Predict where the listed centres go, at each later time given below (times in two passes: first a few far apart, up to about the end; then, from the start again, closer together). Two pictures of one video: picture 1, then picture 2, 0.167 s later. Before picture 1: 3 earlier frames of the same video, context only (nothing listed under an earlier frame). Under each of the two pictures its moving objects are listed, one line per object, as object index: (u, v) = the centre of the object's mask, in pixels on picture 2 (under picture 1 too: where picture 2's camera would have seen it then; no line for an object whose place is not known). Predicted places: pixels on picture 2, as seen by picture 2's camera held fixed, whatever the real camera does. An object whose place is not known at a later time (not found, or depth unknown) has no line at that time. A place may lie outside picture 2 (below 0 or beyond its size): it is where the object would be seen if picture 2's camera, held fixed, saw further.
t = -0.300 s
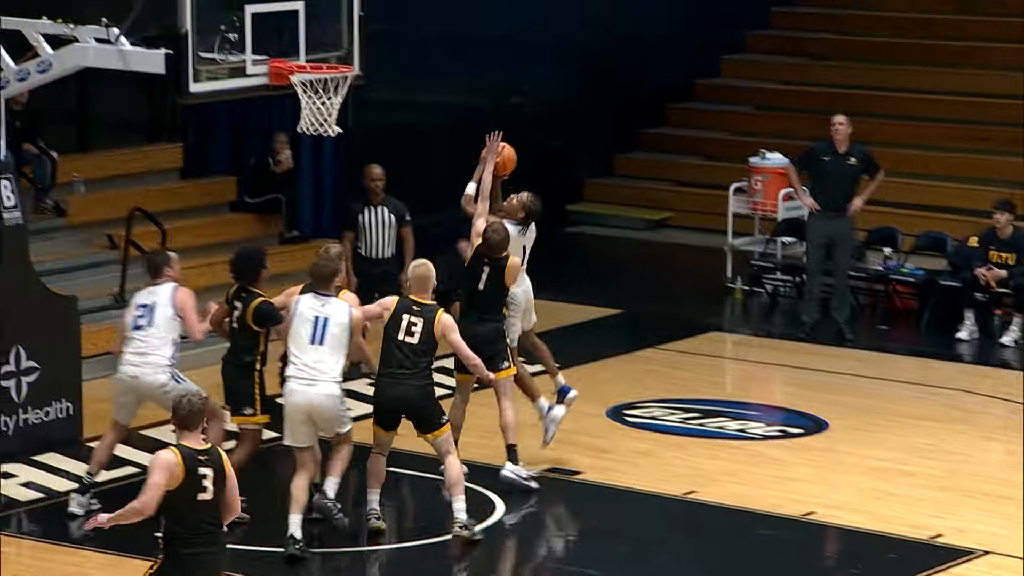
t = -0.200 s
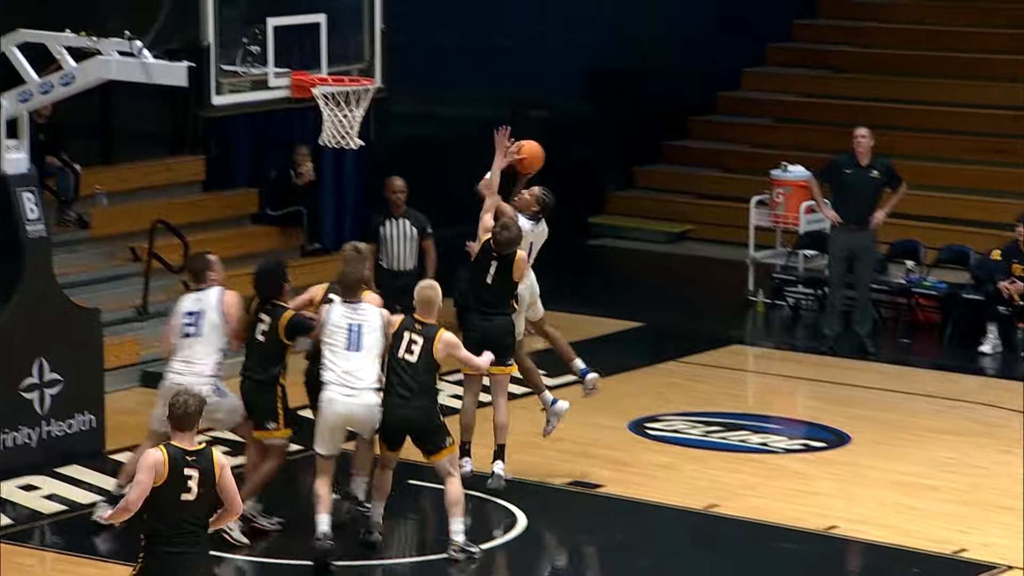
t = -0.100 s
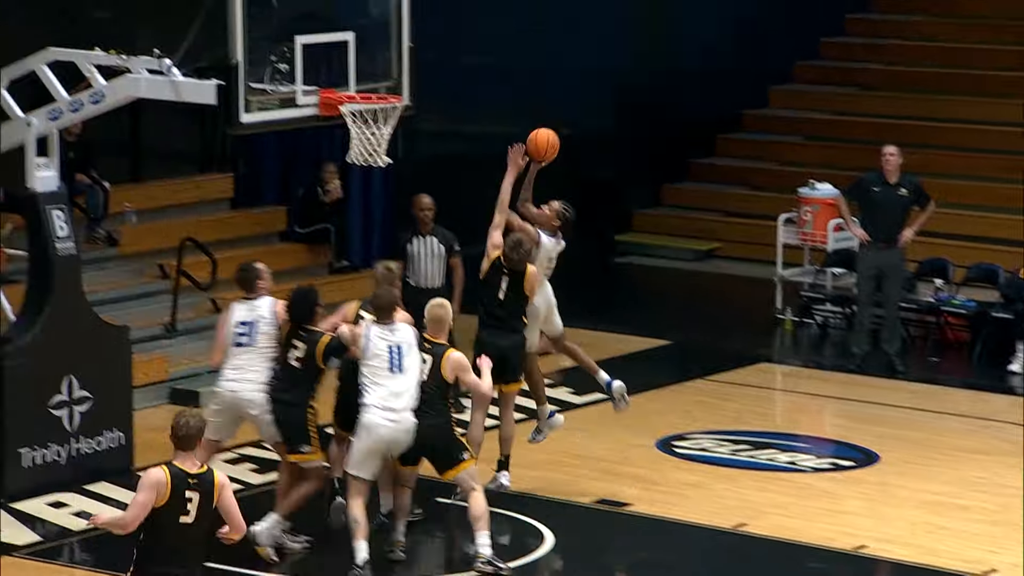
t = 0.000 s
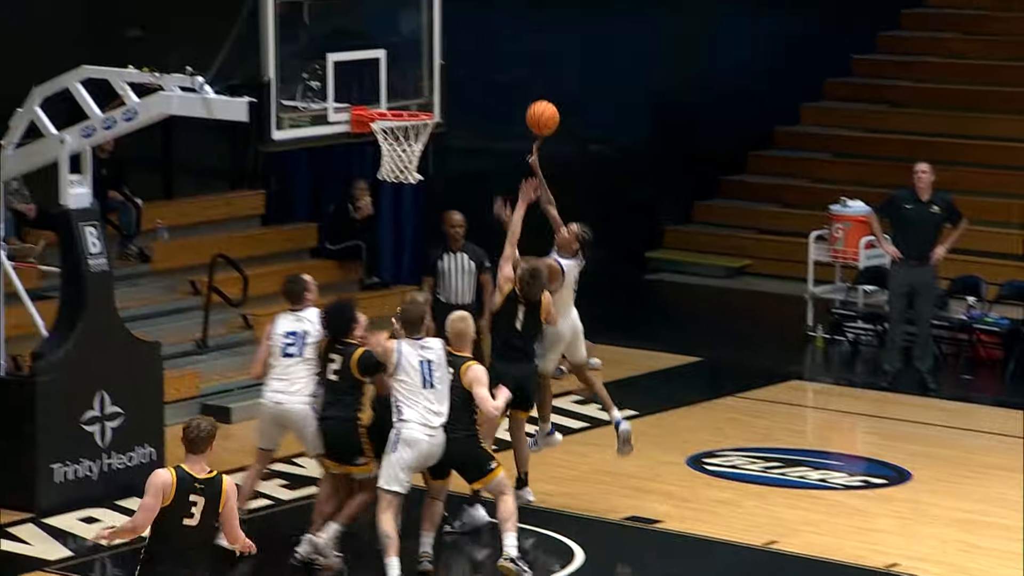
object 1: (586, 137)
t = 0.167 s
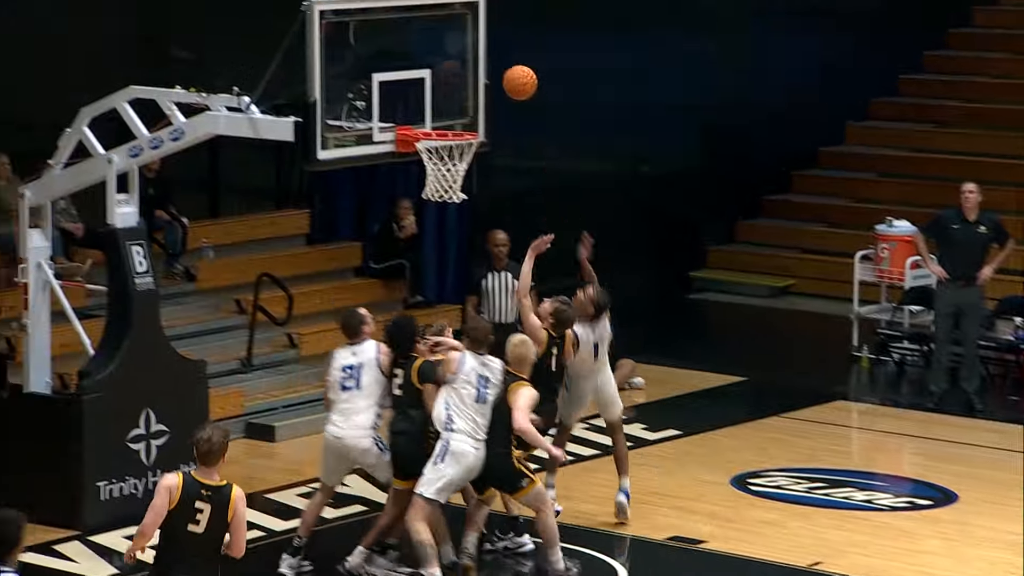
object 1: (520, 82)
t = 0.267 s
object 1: (480, 68)
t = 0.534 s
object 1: (433, 103)
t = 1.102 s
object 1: (437, 112)
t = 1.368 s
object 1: (452, 123)
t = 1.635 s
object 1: (459, 186)
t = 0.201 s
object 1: (507, 76)
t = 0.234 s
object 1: (494, 71)
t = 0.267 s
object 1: (480, 68)
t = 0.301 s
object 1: (466, 66)
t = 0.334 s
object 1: (453, 65)
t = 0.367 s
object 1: (445, 67)
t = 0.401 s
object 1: (442, 71)
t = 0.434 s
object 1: (440, 77)
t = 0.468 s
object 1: (438, 84)
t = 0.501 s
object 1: (436, 92)
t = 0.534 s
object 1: (433, 103)
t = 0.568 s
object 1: (431, 115)
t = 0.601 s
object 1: (431, 125)
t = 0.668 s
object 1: (458, 127)
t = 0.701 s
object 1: (461, 125)
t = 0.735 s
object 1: (458, 123)
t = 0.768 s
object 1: (455, 121)
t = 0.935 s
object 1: (438, 107)
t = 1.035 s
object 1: (433, 113)
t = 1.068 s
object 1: (435, 115)
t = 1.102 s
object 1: (437, 112)
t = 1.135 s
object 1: (439, 111)
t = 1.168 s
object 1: (441, 111)
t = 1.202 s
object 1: (443, 113)
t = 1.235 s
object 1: (445, 117)
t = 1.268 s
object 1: (447, 119)
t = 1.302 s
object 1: (448, 119)
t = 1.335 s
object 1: (450, 121)
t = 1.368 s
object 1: (452, 123)
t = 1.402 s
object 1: (453, 126)
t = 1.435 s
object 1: (455, 129)
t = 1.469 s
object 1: (456, 143)
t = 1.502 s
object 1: (459, 156)
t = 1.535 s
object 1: (460, 165)
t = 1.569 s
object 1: (461, 175)
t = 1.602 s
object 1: (461, 181)
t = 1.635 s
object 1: (459, 186)
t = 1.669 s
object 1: (457, 191)
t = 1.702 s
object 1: (456, 197)
